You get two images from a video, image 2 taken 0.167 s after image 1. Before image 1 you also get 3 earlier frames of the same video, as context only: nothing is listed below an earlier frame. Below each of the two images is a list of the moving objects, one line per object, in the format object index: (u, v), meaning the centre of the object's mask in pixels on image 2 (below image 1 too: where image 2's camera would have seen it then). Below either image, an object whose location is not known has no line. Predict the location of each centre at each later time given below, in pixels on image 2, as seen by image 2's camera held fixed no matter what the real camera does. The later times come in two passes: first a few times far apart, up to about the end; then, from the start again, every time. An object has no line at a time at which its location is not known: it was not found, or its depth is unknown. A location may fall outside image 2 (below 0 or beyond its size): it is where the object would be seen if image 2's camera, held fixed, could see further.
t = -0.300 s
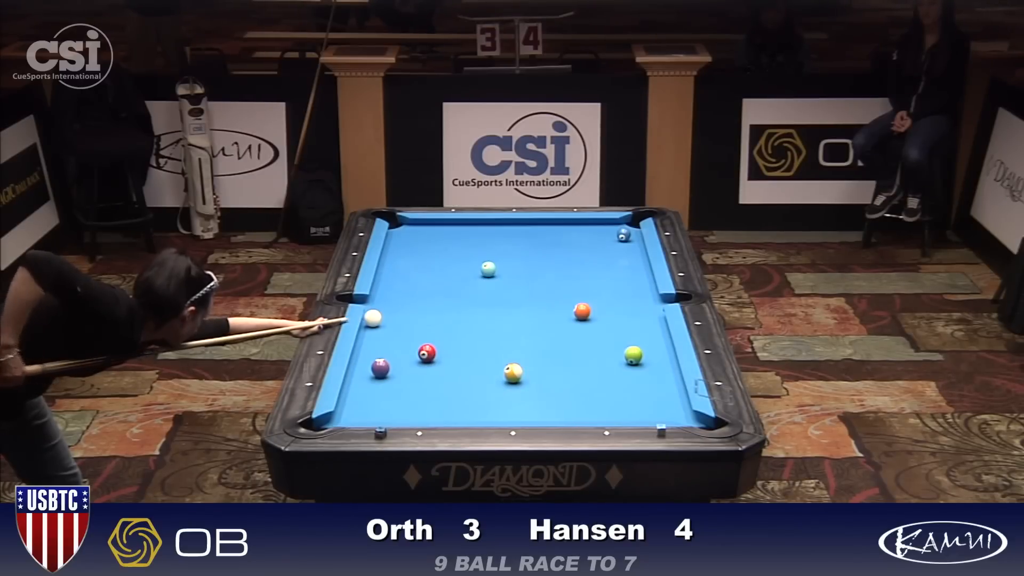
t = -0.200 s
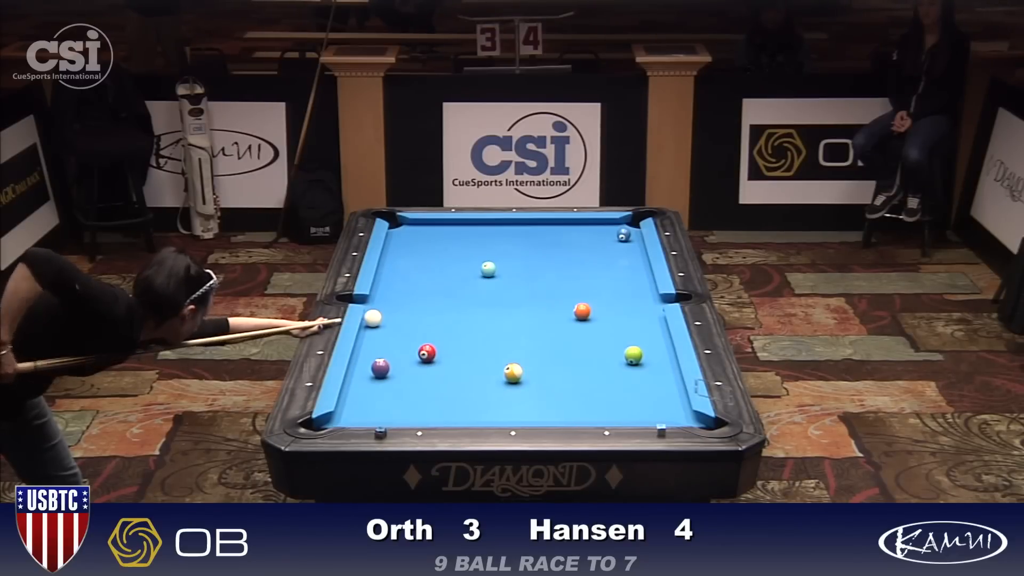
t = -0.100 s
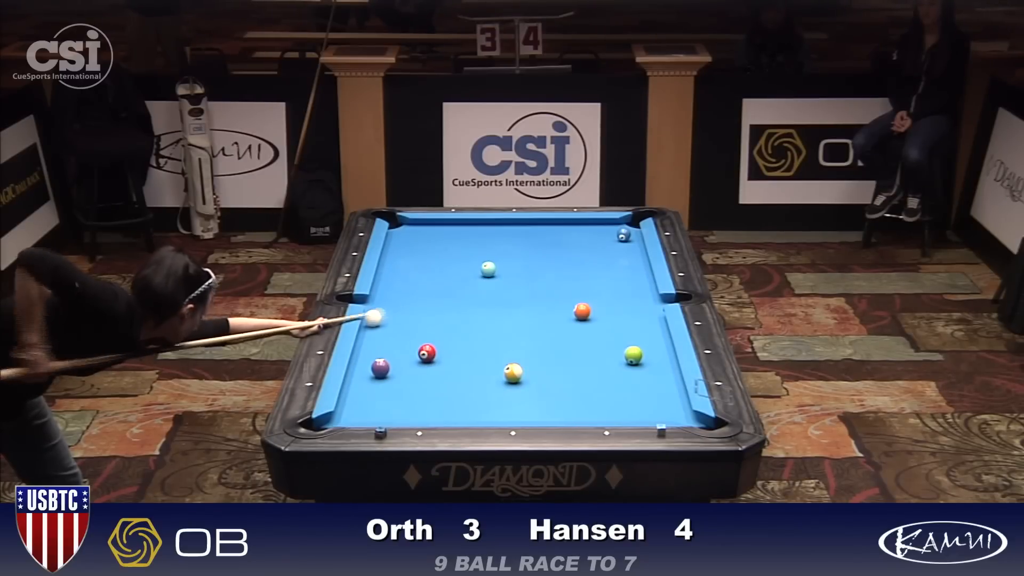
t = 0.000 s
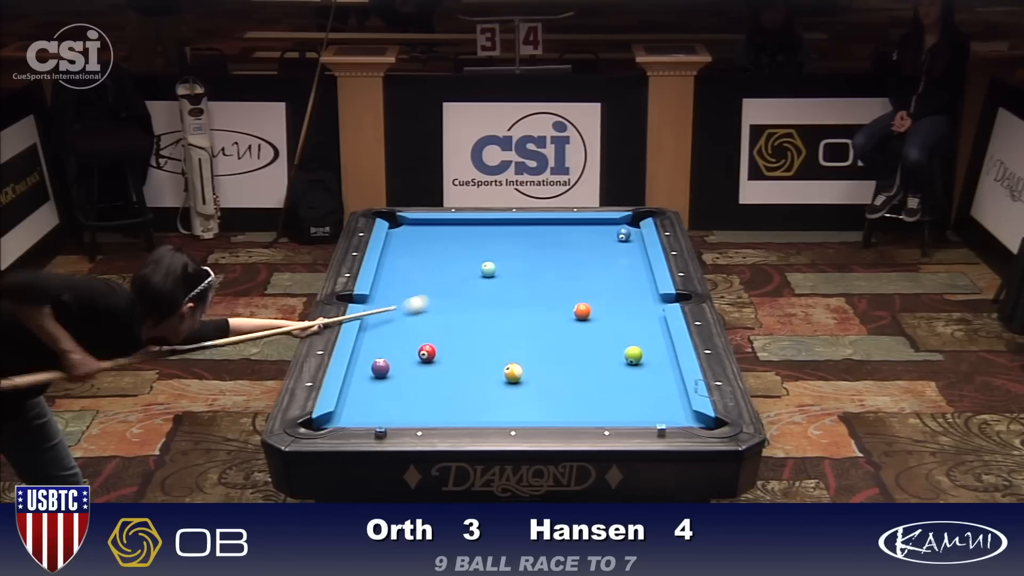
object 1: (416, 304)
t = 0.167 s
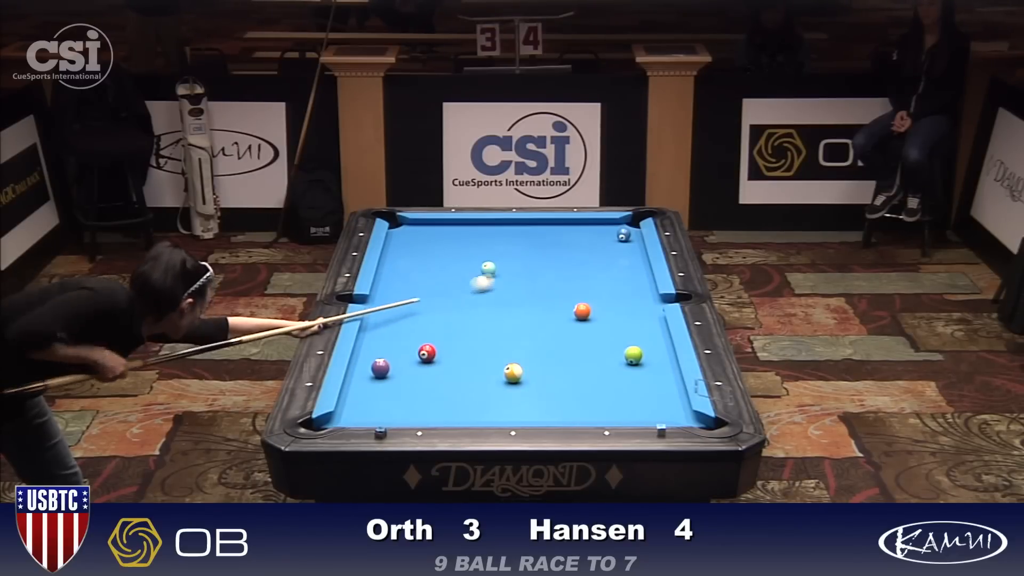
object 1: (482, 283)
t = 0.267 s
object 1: (520, 271)
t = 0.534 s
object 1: (610, 243)
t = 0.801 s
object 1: (606, 237)
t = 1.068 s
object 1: (568, 233)
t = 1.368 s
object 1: (528, 229)
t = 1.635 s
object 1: (494, 225)
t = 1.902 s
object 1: (462, 222)
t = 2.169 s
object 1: (436, 224)
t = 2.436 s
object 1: (411, 225)
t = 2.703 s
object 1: (400, 227)
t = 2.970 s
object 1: (413, 229)
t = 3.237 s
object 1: (425, 231)
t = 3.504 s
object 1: (437, 232)
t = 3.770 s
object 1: (447, 233)
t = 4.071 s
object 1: (457, 235)
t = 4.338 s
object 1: (465, 236)
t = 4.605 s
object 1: (472, 237)
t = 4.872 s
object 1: (478, 238)
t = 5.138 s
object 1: (483, 239)
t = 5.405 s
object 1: (487, 239)
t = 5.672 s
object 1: (490, 240)
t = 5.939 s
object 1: (491, 240)
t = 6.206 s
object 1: (491, 240)
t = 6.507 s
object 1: (491, 240)
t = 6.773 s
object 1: (491, 240)
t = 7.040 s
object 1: (491, 240)
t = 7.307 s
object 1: (491, 240)
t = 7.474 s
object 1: (491, 240)
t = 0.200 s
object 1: (496, 279)
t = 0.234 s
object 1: (508, 275)
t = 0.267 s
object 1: (520, 271)
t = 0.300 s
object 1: (532, 267)
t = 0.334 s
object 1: (543, 264)
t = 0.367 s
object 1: (555, 260)
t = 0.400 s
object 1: (567, 256)
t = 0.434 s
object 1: (578, 253)
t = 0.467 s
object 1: (589, 249)
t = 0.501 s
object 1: (599, 246)
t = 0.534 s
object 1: (610, 243)
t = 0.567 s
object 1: (621, 239)
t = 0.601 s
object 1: (630, 238)
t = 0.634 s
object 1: (635, 239)
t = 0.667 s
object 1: (629, 239)
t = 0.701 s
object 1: (623, 238)
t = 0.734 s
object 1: (616, 238)
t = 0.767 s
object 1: (611, 238)
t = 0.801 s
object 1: (606, 237)
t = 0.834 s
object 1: (601, 237)
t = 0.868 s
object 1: (596, 236)
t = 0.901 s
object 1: (591, 236)
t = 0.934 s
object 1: (586, 235)
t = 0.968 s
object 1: (582, 235)
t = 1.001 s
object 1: (577, 234)
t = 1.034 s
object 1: (572, 234)
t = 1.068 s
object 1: (568, 233)
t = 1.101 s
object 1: (563, 233)
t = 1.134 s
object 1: (559, 232)
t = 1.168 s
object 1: (554, 232)
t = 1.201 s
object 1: (550, 231)
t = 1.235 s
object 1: (545, 230)
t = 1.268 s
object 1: (541, 230)
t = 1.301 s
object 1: (536, 230)
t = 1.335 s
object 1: (532, 229)
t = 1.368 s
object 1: (528, 229)
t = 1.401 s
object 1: (523, 228)
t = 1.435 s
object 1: (519, 228)
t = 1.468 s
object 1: (514, 227)
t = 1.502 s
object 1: (510, 227)
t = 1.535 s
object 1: (506, 226)
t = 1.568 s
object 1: (502, 226)
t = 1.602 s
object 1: (498, 225)
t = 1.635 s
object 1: (494, 225)
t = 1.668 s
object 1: (489, 224)
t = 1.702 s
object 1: (485, 224)
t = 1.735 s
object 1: (481, 223)
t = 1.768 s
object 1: (477, 223)
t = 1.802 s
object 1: (473, 223)
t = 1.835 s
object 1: (469, 222)
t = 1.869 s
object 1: (465, 222)
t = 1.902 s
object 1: (462, 222)
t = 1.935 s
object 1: (458, 222)
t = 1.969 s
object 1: (455, 222)
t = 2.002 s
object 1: (452, 222)
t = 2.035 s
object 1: (449, 223)
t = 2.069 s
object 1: (446, 223)
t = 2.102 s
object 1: (442, 223)
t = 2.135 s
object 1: (439, 223)
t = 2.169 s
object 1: (436, 224)
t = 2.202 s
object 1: (433, 224)
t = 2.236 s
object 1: (430, 224)
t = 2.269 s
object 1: (427, 224)
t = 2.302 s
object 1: (424, 224)
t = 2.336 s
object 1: (420, 225)
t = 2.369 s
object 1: (417, 225)
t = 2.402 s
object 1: (414, 225)
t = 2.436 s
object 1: (411, 225)
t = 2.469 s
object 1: (408, 226)
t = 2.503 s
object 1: (405, 226)
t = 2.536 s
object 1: (402, 226)
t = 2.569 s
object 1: (399, 226)
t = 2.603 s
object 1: (396, 226)
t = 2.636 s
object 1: (396, 227)
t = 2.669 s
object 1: (398, 227)
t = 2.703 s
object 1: (400, 227)
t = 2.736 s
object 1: (401, 227)
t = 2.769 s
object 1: (403, 228)
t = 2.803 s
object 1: (405, 228)
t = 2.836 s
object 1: (406, 228)
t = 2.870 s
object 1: (408, 228)
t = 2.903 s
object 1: (410, 228)
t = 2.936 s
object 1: (411, 229)
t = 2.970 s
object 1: (413, 229)
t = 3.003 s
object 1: (415, 229)
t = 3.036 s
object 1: (416, 229)
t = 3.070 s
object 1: (418, 230)
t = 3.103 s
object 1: (419, 230)
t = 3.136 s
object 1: (421, 230)
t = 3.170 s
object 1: (422, 230)
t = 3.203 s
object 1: (424, 230)
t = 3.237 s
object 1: (425, 231)
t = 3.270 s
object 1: (427, 231)
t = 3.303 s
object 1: (428, 231)
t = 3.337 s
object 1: (430, 231)
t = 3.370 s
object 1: (431, 232)
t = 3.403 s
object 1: (433, 232)
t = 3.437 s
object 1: (434, 232)
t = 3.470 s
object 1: (435, 232)
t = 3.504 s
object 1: (437, 232)
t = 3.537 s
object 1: (438, 232)
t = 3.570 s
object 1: (439, 233)
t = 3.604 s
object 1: (441, 233)
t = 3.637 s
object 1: (442, 233)
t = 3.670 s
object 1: (443, 233)
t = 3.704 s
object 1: (445, 233)
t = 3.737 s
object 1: (446, 233)
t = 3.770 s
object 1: (447, 233)
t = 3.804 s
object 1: (448, 234)
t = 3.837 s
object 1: (449, 234)
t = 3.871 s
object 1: (450, 234)
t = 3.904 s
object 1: (452, 234)
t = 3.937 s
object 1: (453, 234)
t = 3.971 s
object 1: (454, 234)
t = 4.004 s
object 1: (455, 235)
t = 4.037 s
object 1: (456, 235)
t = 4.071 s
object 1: (457, 235)
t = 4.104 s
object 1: (458, 235)
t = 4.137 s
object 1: (459, 235)
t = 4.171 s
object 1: (460, 235)
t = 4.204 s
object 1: (461, 236)
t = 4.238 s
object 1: (462, 236)
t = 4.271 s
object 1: (463, 236)
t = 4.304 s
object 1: (464, 236)
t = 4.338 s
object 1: (465, 236)
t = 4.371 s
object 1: (466, 236)
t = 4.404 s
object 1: (467, 236)
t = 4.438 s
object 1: (468, 237)
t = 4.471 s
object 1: (469, 237)
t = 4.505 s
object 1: (470, 237)
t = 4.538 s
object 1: (471, 237)
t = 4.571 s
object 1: (471, 237)
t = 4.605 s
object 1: (472, 237)
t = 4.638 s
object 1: (473, 237)
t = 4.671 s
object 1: (474, 237)
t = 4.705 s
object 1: (475, 237)
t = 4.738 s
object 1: (475, 238)
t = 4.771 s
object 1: (476, 238)
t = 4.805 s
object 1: (477, 238)
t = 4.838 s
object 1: (478, 238)
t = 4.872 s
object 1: (478, 238)
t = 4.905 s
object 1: (479, 238)
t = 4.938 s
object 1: (480, 238)
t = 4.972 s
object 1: (480, 238)
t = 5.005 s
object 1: (481, 238)
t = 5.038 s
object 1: (482, 238)
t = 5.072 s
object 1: (482, 239)
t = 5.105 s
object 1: (483, 239)
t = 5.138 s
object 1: (483, 239)
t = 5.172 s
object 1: (484, 239)
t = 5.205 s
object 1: (484, 239)
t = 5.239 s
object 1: (485, 239)
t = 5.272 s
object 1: (485, 239)
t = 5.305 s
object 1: (486, 239)
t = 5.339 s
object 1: (486, 239)
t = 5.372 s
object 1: (487, 239)
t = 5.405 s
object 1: (487, 239)
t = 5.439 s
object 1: (487, 239)
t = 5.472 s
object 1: (488, 239)
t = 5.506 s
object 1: (488, 239)
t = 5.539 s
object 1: (488, 240)
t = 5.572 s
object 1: (489, 240)
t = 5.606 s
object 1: (489, 240)
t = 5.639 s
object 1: (489, 240)
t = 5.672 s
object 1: (490, 240)
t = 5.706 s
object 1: (490, 240)
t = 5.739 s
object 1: (490, 240)
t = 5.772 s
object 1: (490, 240)
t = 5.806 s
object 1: (491, 240)
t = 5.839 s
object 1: (491, 240)
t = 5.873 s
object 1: (491, 240)
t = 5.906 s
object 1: (491, 240)
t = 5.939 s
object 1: (491, 240)
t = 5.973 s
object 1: (491, 240)
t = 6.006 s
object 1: (491, 240)
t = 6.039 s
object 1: (491, 240)
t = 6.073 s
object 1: (491, 240)
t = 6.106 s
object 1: (491, 240)
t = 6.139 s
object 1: (491, 240)
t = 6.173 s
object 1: (491, 240)
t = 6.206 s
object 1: (491, 240)
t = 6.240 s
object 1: (491, 240)
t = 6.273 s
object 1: (491, 240)
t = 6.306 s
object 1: (491, 240)
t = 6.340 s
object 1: (491, 240)
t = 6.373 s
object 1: (491, 240)
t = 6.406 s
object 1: (491, 240)
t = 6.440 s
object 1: (491, 240)
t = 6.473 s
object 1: (491, 240)
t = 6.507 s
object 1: (491, 240)
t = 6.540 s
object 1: (491, 240)
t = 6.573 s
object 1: (491, 240)
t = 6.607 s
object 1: (491, 240)
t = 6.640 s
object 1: (491, 240)
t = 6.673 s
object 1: (491, 240)
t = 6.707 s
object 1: (491, 240)
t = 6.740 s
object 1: (491, 240)
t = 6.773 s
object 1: (491, 240)
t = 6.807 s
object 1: (491, 240)
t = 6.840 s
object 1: (491, 240)
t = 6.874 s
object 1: (491, 240)
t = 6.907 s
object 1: (491, 240)
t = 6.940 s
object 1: (491, 240)
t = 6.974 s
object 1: (491, 240)
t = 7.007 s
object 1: (491, 240)
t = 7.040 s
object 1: (491, 240)
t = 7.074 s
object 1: (491, 240)
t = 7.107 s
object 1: (491, 240)
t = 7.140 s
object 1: (491, 240)
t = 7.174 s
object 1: (491, 240)
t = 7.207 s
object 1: (491, 240)
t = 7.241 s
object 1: (491, 240)
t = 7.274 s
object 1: (491, 240)
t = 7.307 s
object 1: (491, 240)
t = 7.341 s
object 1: (491, 240)
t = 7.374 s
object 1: (491, 240)
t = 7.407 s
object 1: (491, 240)
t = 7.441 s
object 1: (491, 240)
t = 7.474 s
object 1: (491, 240)
